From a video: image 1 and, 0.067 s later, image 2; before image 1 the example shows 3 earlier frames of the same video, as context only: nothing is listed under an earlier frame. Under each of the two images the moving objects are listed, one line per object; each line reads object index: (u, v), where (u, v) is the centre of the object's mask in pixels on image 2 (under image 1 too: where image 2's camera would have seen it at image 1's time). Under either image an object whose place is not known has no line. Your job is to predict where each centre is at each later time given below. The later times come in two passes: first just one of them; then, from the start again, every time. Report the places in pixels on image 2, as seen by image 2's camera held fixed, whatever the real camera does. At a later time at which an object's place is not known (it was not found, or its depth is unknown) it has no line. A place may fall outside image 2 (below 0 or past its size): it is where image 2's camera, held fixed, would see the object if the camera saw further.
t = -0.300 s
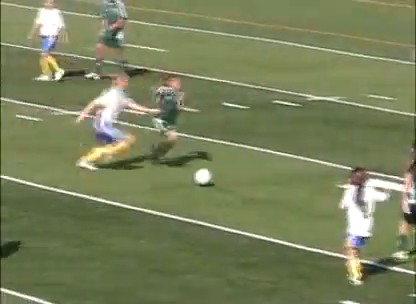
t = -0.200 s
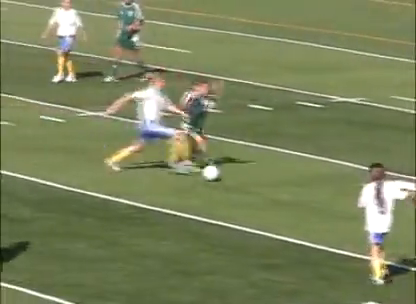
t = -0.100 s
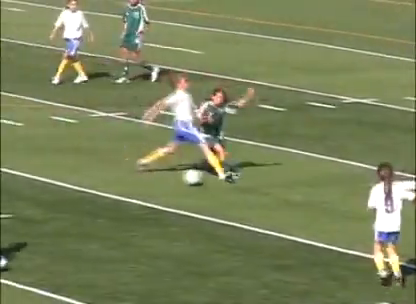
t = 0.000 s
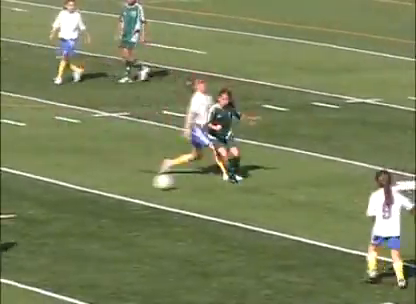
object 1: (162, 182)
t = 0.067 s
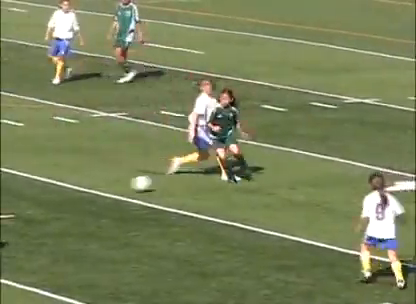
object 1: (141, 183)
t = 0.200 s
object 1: (104, 188)
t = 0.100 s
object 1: (131, 184)
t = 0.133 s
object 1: (121, 186)
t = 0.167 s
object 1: (113, 187)
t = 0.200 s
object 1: (104, 188)
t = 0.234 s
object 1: (94, 189)
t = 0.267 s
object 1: (87, 190)
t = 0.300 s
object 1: (77, 190)
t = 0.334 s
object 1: (69, 191)
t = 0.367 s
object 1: (62, 192)
